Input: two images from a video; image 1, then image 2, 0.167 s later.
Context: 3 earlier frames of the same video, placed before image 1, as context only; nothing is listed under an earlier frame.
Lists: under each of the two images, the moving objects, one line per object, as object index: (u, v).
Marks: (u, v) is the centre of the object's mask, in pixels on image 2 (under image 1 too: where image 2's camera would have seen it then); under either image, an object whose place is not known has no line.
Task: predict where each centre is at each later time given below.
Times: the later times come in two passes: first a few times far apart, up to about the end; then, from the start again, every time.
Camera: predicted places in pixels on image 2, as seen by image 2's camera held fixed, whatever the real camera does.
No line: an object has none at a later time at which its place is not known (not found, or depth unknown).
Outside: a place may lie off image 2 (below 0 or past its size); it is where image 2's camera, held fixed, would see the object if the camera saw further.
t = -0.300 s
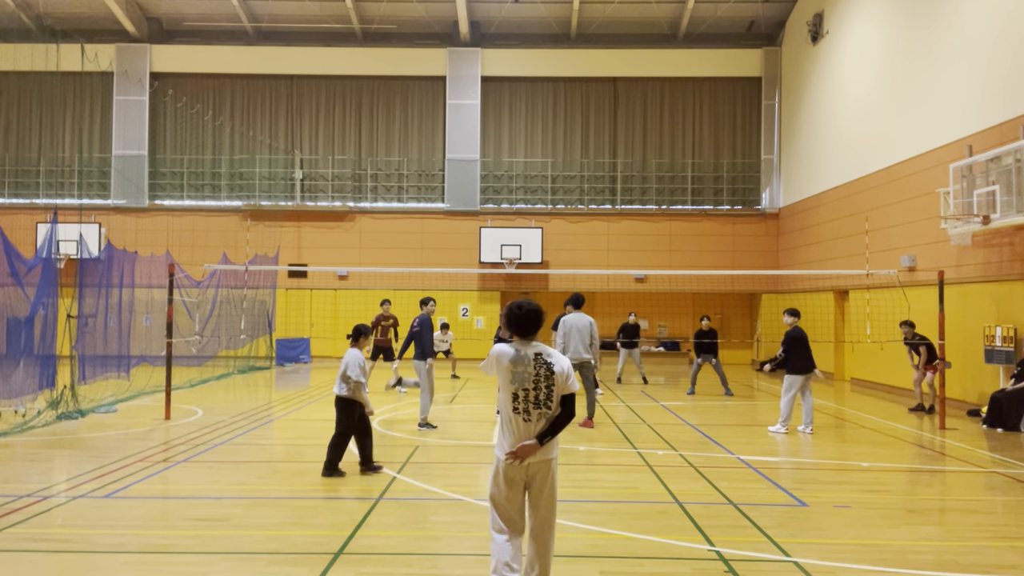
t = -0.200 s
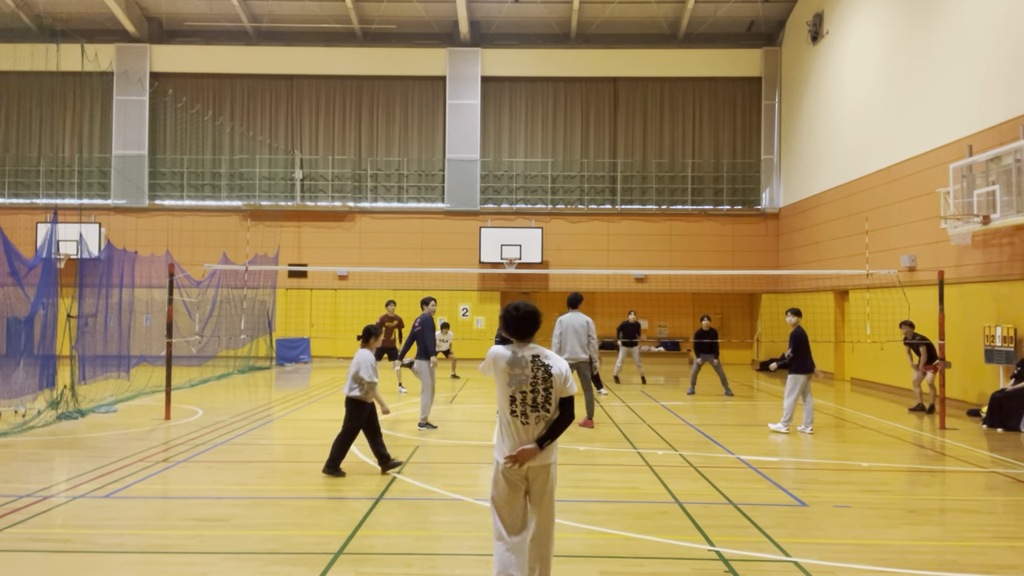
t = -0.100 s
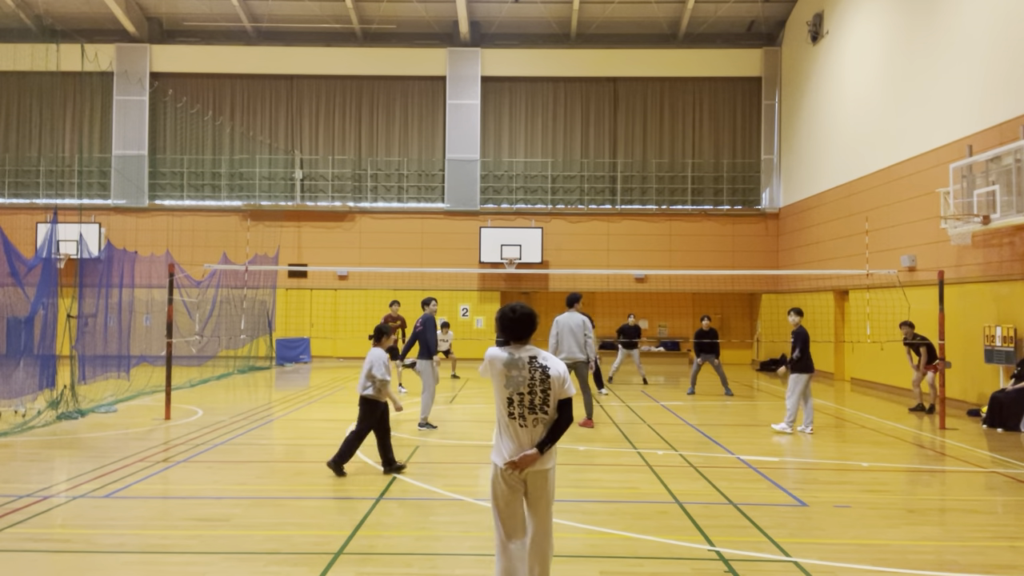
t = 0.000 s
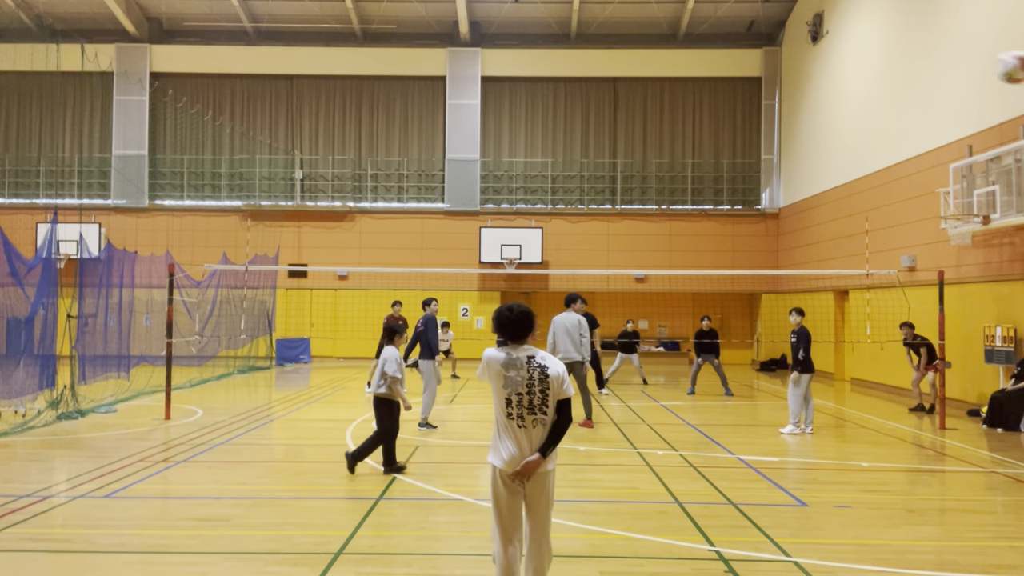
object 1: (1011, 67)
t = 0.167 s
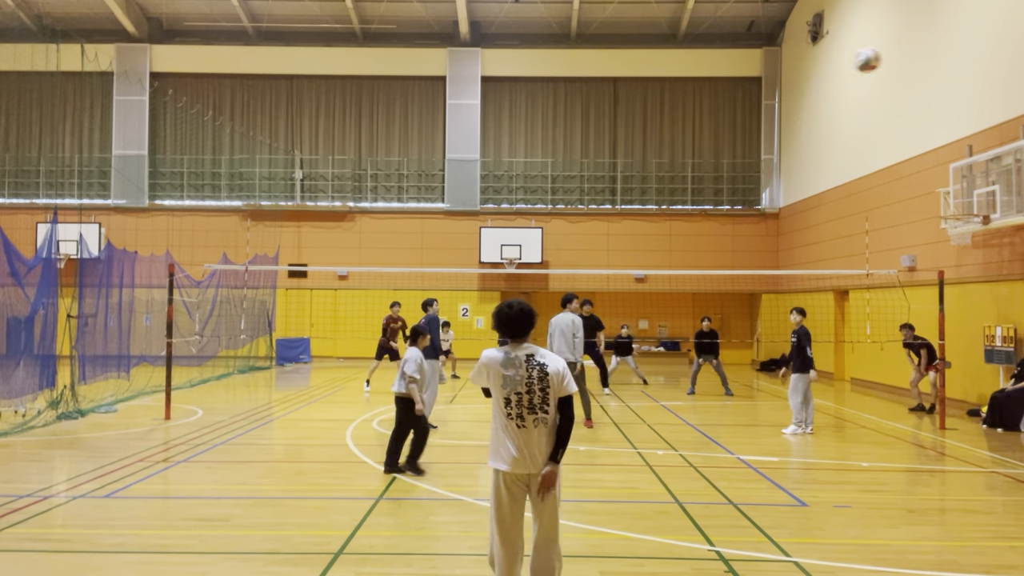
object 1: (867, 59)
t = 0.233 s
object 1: (827, 65)
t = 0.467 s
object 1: (736, 99)
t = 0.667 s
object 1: (689, 139)
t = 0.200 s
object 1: (845, 62)
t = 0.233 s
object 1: (827, 65)
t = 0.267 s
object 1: (809, 68)
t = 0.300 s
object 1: (795, 73)
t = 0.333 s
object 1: (781, 78)
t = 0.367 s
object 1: (768, 83)
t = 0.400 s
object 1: (756, 88)
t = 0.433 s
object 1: (746, 94)
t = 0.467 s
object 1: (736, 99)
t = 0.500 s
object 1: (726, 105)
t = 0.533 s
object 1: (717, 112)
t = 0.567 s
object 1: (710, 118)
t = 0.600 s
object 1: (702, 125)
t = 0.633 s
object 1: (695, 132)
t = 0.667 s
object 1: (689, 139)
